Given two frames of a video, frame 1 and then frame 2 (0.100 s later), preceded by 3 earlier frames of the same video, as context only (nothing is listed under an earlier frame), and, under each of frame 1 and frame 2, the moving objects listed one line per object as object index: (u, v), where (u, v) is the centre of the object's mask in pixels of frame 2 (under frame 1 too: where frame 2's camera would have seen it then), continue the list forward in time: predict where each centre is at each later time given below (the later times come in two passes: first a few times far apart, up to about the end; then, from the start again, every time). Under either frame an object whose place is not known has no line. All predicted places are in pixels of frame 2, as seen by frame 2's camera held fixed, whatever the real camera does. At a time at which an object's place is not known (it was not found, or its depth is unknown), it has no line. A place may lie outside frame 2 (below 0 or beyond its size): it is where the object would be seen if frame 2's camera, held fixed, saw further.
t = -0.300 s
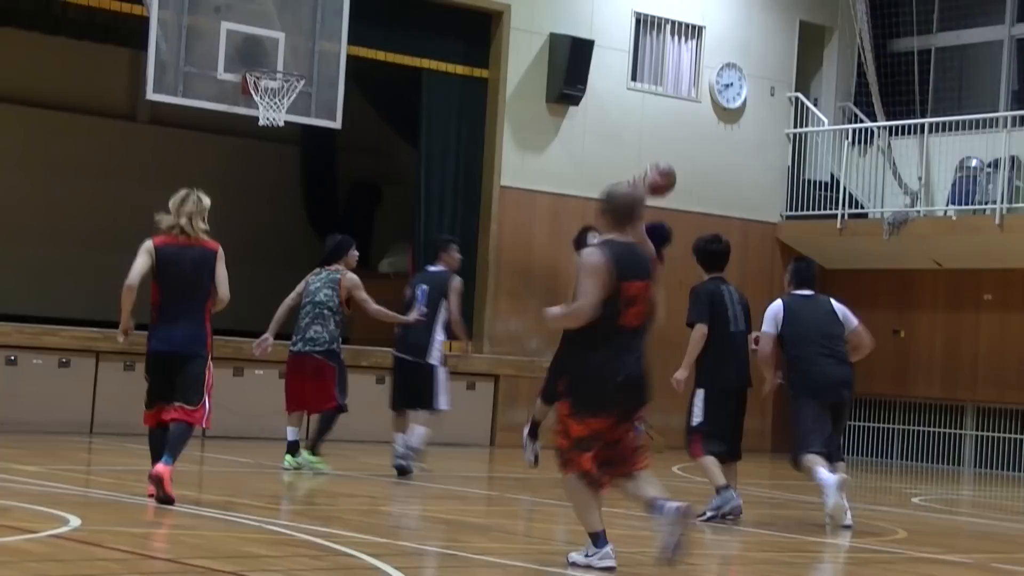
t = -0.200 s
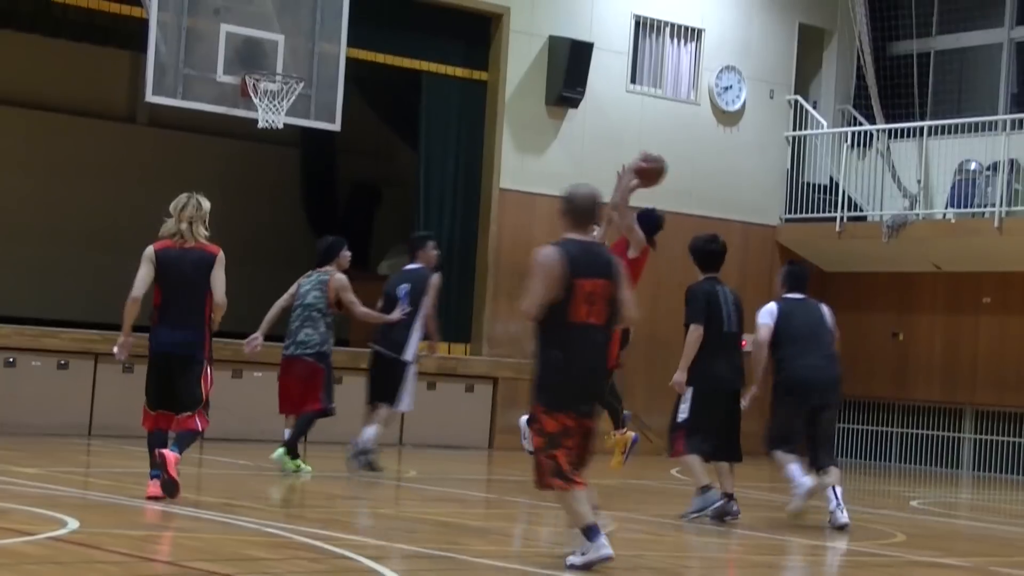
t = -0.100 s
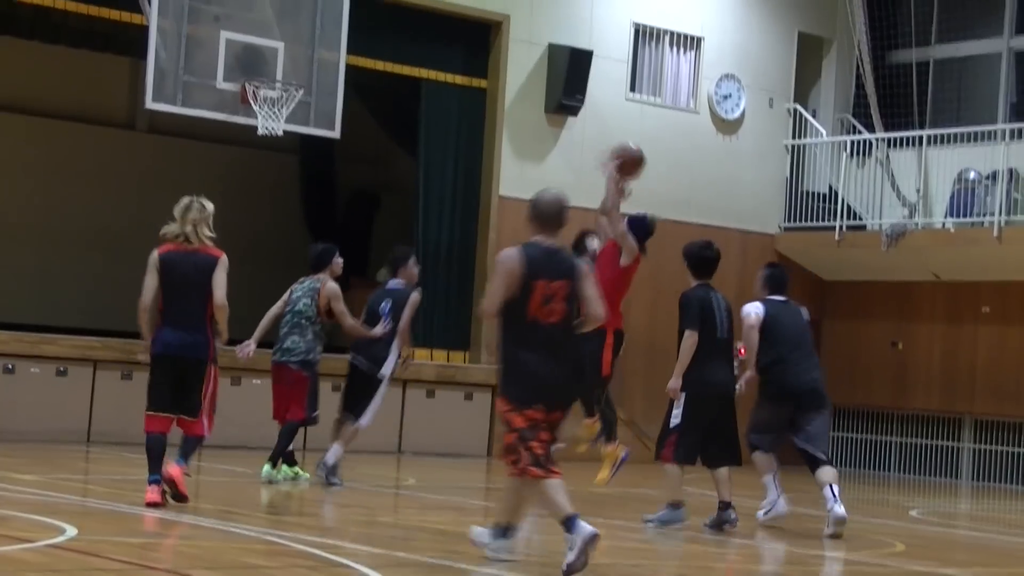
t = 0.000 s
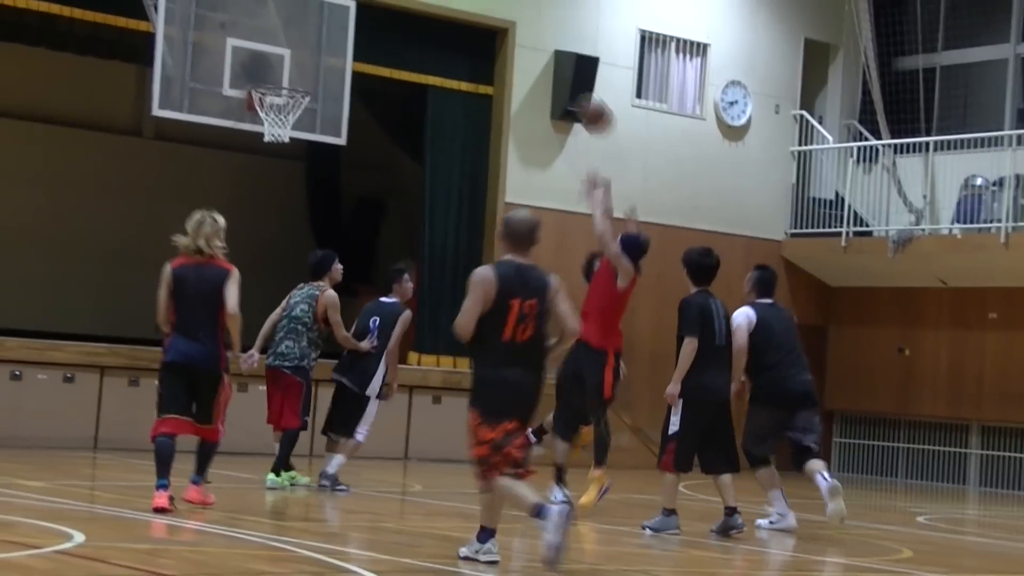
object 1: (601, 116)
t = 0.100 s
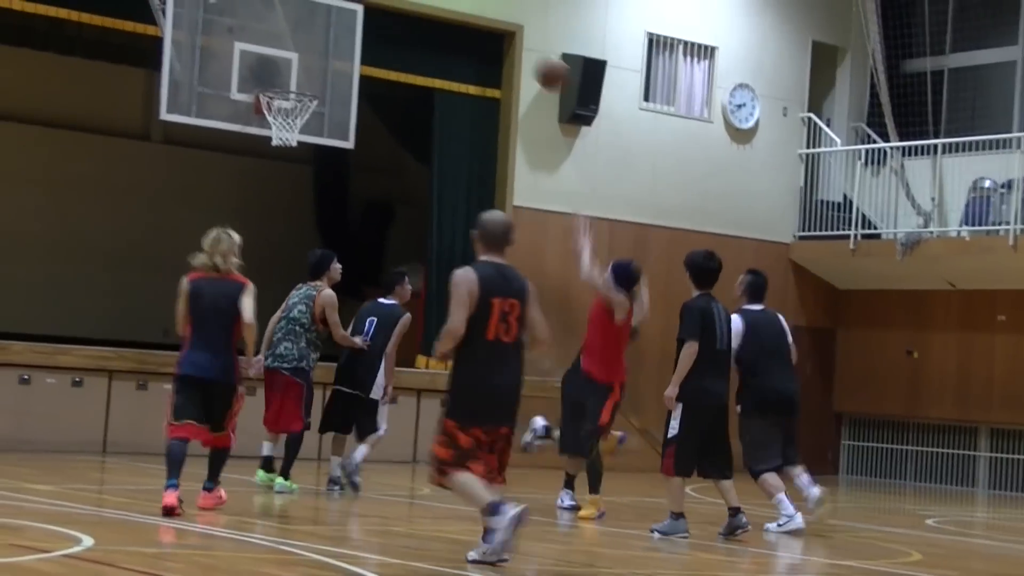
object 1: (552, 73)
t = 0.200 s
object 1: (503, 43)
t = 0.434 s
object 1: (392, 27)
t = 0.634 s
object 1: (301, 68)
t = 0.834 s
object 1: (253, 49)
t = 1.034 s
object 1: (210, 60)
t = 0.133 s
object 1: (537, 63)
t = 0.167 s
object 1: (519, 51)
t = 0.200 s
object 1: (503, 43)
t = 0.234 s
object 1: (488, 38)
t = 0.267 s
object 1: (473, 33)
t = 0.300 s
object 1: (456, 29)
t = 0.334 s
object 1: (440, 27)
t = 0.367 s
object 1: (424, 25)
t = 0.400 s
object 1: (408, 26)
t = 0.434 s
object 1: (392, 27)
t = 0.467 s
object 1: (378, 30)
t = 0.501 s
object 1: (363, 35)
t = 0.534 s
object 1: (346, 43)
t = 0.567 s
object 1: (330, 50)
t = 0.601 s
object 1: (315, 57)
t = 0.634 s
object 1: (301, 68)
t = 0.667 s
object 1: (285, 76)
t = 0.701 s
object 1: (279, 70)
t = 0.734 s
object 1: (273, 64)
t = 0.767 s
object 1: (266, 57)
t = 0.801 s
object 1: (259, 53)
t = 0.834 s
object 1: (253, 49)
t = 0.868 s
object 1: (245, 48)
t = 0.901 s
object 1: (238, 47)
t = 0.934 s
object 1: (233, 48)
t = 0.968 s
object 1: (226, 51)
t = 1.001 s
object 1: (219, 54)
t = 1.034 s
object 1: (210, 60)
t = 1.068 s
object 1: (202, 68)
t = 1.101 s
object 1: (195, 76)
